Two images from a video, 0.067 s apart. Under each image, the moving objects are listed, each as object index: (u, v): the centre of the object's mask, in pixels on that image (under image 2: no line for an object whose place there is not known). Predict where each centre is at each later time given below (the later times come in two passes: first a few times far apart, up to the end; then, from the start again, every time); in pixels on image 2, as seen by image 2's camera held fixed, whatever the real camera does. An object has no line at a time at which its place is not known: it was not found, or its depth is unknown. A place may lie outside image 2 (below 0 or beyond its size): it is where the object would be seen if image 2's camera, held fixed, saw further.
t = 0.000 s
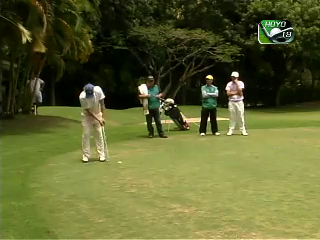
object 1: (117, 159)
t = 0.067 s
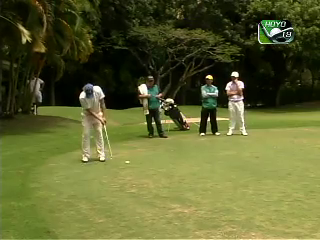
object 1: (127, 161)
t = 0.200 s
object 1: (140, 161)
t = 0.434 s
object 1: (163, 160)
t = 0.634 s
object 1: (181, 159)
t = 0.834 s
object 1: (198, 158)
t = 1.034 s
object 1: (212, 158)
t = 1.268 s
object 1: (226, 157)
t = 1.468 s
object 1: (237, 156)
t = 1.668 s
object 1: (245, 155)
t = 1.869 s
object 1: (252, 156)
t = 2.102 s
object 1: (259, 155)
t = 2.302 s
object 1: (263, 155)
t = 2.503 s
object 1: (265, 155)
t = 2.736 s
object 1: (266, 156)
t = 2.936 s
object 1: (266, 155)
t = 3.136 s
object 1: (266, 156)
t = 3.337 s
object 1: (266, 155)
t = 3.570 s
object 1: (266, 155)
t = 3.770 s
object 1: (266, 155)
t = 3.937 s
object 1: (266, 155)
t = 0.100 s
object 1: (131, 161)
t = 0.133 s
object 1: (134, 161)
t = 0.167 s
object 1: (138, 161)
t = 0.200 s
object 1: (140, 161)
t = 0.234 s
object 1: (144, 160)
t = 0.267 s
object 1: (147, 161)
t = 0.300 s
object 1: (151, 161)
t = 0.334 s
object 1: (154, 160)
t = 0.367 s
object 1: (157, 160)
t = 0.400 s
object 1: (160, 160)
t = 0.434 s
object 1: (163, 160)
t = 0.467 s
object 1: (166, 160)
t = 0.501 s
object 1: (169, 160)
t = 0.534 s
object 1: (172, 160)
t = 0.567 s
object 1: (175, 159)
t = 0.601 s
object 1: (178, 159)
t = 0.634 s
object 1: (181, 159)
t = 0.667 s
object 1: (184, 159)
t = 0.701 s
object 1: (187, 159)
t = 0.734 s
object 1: (189, 159)
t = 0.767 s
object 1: (192, 158)
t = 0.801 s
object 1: (195, 158)
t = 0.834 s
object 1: (198, 158)
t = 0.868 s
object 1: (200, 158)
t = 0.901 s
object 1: (202, 158)
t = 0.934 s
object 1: (205, 158)
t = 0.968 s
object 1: (207, 158)
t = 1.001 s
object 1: (209, 158)
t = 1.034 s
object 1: (212, 158)
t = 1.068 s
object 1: (214, 157)
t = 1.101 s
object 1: (216, 157)
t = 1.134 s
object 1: (218, 157)
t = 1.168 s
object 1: (220, 157)
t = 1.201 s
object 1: (222, 157)
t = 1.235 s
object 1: (224, 157)
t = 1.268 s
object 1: (226, 157)
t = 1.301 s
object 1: (228, 157)
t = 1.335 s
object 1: (230, 157)
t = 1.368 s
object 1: (231, 156)
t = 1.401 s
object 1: (233, 156)
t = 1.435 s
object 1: (235, 157)
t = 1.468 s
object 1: (237, 156)
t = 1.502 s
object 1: (238, 157)
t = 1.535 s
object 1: (239, 156)
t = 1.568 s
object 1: (241, 156)
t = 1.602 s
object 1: (242, 156)
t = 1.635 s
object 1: (244, 155)
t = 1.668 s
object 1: (245, 155)
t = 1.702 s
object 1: (246, 156)
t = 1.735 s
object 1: (248, 156)
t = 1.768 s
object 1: (249, 156)
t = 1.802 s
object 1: (250, 156)
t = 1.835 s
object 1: (251, 156)
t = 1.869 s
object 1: (252, 156)
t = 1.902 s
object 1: (253, 155)
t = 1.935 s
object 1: (255, 155)
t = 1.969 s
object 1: (255, 156)
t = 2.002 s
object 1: (257, 155)
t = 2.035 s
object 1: (258, 155)
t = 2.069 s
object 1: (258, 155)
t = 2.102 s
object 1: (259, 155)
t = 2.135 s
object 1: (260, 155)
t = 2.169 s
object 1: (260, 155)
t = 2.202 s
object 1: (261, 155)
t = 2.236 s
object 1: (261, 155)
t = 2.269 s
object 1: (262, 155)
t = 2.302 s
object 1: (263, 155)
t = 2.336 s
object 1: (263, 155)
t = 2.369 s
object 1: (263, 155)
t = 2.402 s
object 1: (264, 155)
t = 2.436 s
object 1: (264, 155)
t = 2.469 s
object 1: (265, 155)
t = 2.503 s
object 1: (265, 155)
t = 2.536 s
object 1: (265, 156)
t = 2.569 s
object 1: (266, 155)
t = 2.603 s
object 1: (266, 155)
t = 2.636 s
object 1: (266, 155)
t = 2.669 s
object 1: (266, 156)
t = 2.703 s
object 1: (266, 156)
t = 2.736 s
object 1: (266, 156)
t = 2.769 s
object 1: (266, 156)
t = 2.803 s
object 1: (266, 156)
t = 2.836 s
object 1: (266, 156)
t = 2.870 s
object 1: (266, 155)
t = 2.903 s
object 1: (266, 155)
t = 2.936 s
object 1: (266, 155)
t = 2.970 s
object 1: (266, 155)
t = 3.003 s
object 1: (266, 155)
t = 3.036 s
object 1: (266, 155)
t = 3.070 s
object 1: (266, 156)
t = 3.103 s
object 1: (266, 156)
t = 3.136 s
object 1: (266, 156)
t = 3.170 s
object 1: (266, 155)
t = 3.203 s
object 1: (266, 155)
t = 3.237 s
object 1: (266, 155)
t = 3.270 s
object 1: (266, 155)
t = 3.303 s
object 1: (266, 155)
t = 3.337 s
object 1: (266, 155)
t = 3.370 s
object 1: (266, 155)
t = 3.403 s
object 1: (266, 155)
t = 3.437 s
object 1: (266, 155)
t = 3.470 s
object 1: (266, 155)
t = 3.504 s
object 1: (266, 155)
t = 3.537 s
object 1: (266, 155)
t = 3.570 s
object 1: (266, 155)
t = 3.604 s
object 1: (266, 155)
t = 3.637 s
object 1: (266, 155)
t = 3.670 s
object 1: (266, 155)
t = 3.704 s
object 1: (266, 155)
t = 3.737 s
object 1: (266, 155)
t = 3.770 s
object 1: (266, 155)
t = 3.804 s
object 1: (266, 155)
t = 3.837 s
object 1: (266, 155)
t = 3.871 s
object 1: (266, 155)
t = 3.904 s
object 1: (266, 155)
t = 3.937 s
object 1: (266, 155)
